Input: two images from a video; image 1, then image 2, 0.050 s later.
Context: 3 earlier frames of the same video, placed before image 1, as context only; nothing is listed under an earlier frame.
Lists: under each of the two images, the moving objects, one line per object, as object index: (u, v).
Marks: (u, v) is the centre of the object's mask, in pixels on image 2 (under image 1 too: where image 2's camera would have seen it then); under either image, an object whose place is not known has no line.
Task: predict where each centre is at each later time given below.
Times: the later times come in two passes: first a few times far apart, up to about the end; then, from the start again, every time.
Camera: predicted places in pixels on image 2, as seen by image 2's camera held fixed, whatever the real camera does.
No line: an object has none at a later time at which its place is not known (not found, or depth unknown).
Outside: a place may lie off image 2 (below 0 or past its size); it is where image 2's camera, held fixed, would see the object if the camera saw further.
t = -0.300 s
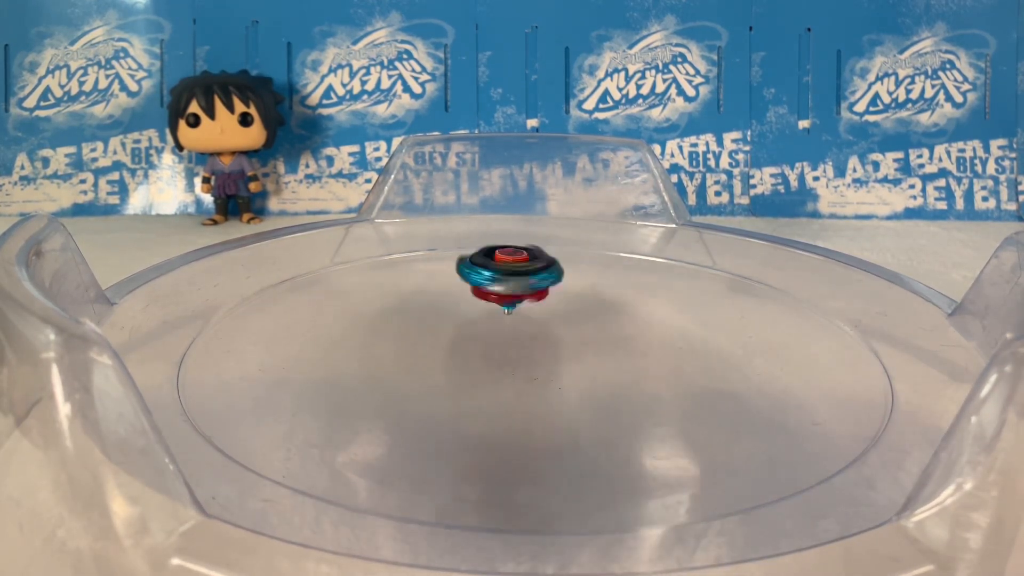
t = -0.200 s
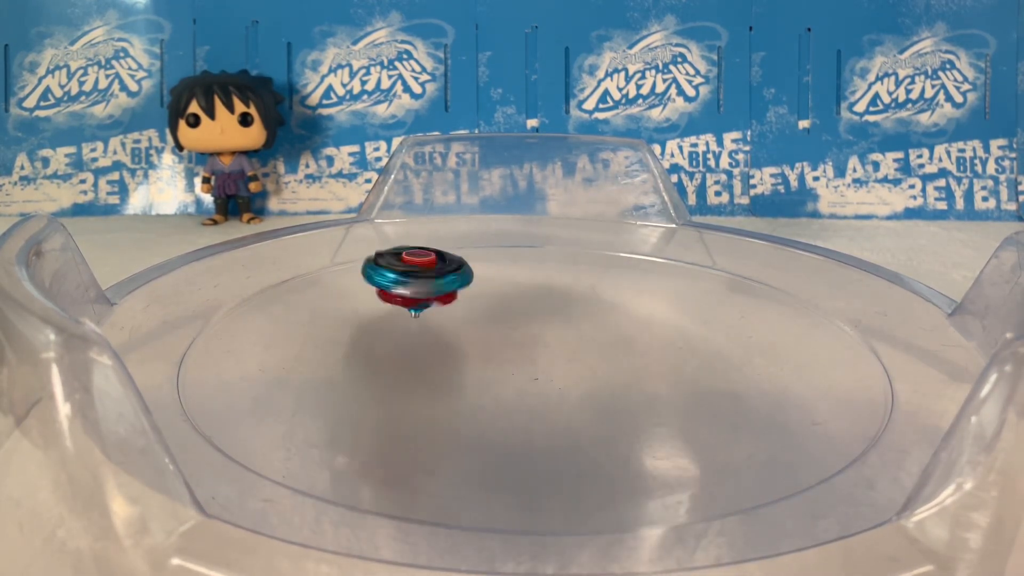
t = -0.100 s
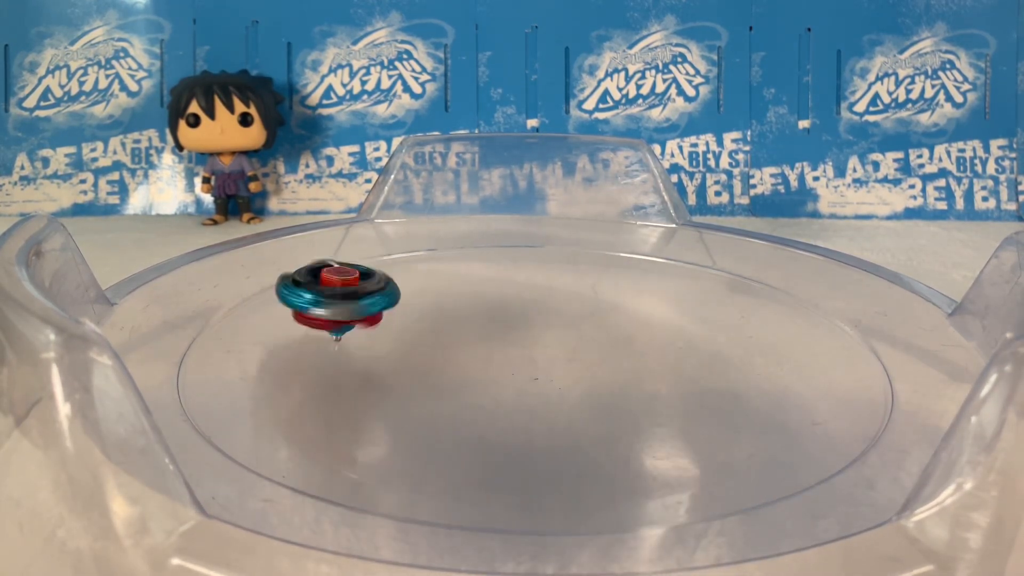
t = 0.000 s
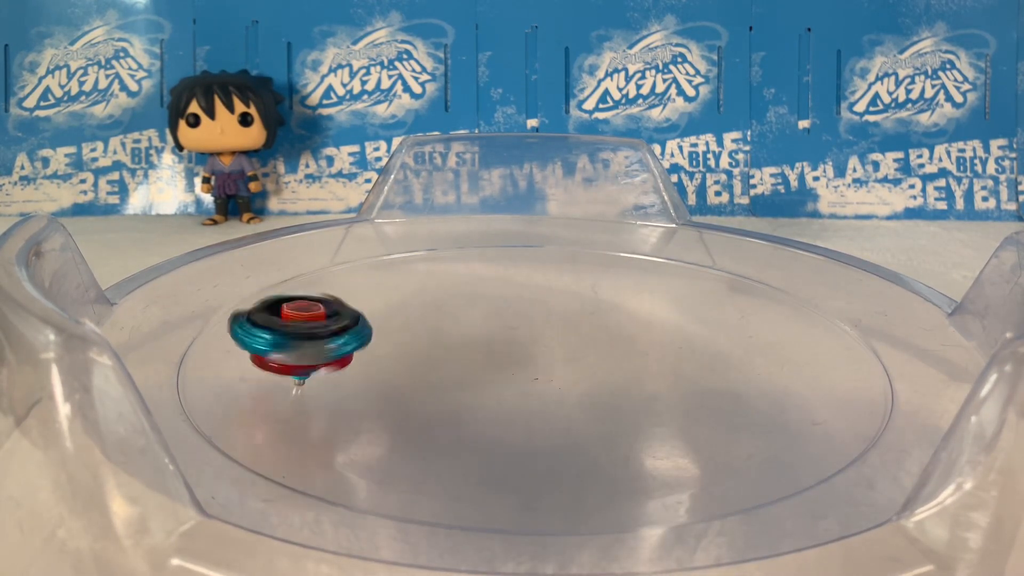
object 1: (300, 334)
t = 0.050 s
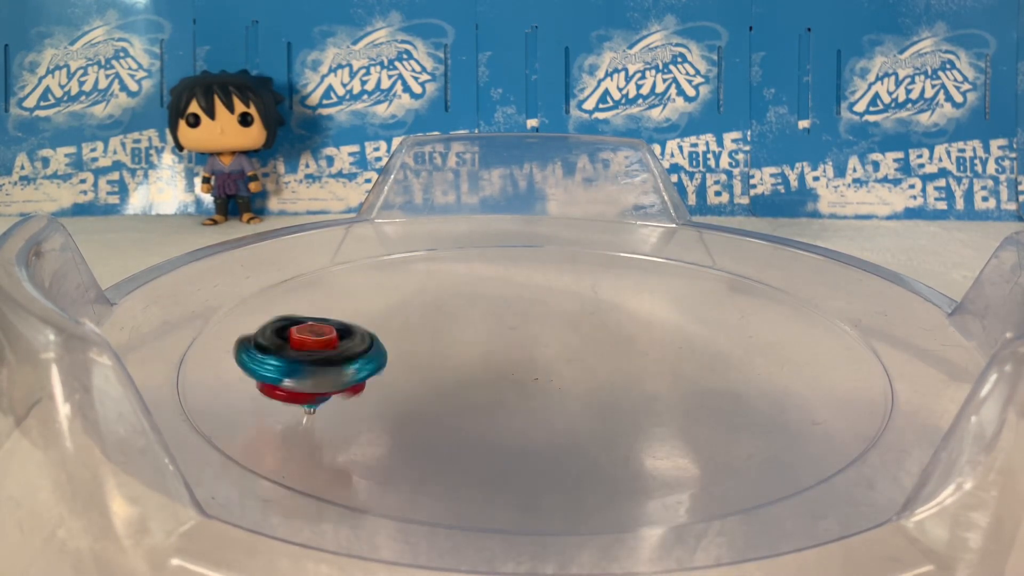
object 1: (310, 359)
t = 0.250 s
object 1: (559, 411)
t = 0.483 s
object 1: (713, 328)
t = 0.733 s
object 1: (558, 257)
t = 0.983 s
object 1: (368, 305)
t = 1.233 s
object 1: (498, 404)
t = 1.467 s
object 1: (755, 363)
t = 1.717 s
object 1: (657, 279)
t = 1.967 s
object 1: (429, 297)
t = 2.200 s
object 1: (365, 379)
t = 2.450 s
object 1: (653, 415)
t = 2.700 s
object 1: (692, 318)
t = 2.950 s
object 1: (482, 277)
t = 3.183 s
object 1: (317, 318)
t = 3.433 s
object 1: (480, 409)
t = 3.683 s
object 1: (707, 347)
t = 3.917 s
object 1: (614, 269)
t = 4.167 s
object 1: (415, 278)
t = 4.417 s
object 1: (404, 377)
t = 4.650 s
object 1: (671, 400)
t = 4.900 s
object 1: (737, 308)
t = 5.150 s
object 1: (523, 281)
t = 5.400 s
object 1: (356, 338)
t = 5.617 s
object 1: (446, 413)
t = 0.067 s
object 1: (321, 368)
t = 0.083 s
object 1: (333, 374)
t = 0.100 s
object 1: (347, 382)
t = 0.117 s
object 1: (366, 390)
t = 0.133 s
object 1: (387, 396)
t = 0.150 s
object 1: (409, 401)
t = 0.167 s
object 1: (433, 405)
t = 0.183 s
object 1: (459, 409)
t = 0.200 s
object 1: (483, 412)
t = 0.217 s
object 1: (509, 413)
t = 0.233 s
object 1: (535, 412)
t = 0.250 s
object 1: (559, 411)
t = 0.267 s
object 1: (581, 409)
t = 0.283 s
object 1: (604, 407)
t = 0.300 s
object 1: (625, 402)
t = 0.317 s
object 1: (642, 398)
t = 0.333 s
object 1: (658, 391)
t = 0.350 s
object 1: (673, 387)
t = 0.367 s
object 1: (685, 380)
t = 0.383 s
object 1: (694, 372)
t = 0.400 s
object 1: (703, 366)
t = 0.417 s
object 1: (709, 358)
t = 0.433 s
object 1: (713, 350)
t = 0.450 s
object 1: (714, 343)
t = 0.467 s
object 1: (715, 335)
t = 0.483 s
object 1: (713, 328)
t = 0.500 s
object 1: (710, 320)
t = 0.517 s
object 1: (706, 314)
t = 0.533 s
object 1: (700, 307)
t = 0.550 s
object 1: (692, 300)
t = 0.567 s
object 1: (684, 295)
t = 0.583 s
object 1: (675, 289)
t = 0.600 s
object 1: (664, 284)
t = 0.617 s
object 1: (652, 279)
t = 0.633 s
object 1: (642, 274)
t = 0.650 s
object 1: (629, 270)
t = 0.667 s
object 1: (615, 267)
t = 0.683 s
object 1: (602, 263)
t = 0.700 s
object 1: (588, 261)
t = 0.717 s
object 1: (573, 258)
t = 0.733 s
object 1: (558, 257)
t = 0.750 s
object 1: (544, 256)
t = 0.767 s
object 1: (528, 255)
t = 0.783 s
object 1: (512, 255)
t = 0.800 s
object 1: (497, 256)
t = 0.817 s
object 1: (483, 258)
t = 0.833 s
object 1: (467, 259)
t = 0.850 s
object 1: (453, 262)
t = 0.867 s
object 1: (439, 265)
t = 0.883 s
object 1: (426, 270)
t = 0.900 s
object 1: (412, 274)
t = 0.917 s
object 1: (402, 279)
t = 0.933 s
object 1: (391, 284)
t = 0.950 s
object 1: (381, 291)
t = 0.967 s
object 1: (373, 298)
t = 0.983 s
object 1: (368, 305)
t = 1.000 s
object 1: (362, 311)
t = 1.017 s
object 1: (358, 319)
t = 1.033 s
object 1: (358, 327)
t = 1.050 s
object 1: (359, 335)
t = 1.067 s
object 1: (361, 342)
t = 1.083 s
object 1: (365, 351)
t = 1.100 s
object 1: (373, 359)
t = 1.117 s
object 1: (381, 367)
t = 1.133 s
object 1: (392, 373)
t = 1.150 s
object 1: (406, 380)
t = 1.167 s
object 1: (422, 386)
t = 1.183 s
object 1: (438, 392)
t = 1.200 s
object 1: (456, 397)
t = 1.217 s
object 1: (477, 401)
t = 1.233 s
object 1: (498, 404)
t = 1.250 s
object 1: (519, 407)
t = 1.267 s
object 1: (541, 408)
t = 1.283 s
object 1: (564, 409)
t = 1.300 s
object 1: (588, 409)
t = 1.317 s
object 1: (609, 408)
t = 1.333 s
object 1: (631, 406)
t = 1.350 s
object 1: (653, 404)
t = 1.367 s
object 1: (673, 400)
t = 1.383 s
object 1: (690, 395)
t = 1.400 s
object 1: (707, 390)
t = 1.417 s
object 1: (723, 384)
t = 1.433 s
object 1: (737, 377)
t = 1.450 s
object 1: (747, 371)
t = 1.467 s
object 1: (755, 363)
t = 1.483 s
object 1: (763, 357)
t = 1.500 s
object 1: (768, 349)
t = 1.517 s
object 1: (769, 341)
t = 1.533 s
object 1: (769, 334)
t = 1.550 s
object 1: (767, 328)
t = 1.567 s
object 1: (763, 320)
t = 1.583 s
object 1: (756, 314)
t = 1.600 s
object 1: (748, 307)
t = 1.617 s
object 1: (738, 302)
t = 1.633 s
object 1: (728, 297)
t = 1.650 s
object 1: (715, 292)
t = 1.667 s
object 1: (702, 288)
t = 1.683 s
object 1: (687, 285)
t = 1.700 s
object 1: (673, 282)
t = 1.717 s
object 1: (657, 279)
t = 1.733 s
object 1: (641, 276)
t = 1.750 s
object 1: (624, 276)
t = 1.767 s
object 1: (609, 274)
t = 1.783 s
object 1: (592, 274)
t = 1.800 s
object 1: (576, 273)
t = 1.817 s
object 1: (559, 274)
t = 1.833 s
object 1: (544, 275)
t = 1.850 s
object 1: (527, 276)
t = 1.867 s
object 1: (512, 277)
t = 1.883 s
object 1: (496, 280)
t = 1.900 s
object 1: (482, 283)
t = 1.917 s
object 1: (467, 285)
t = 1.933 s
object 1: (454, 288)
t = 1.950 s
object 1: (440, 292)
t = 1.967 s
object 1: (429, 297)
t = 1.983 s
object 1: (416, 301)
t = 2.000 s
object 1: (405, 305)
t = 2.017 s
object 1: (394, 310)
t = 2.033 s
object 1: (386, 316)
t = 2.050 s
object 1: (377, 321)
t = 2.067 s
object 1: (369, 326)
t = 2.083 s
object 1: (362, 333)
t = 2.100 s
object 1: (359, 340)
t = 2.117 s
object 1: (355, 347)
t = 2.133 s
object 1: (353, 352)
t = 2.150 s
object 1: (352, 360)
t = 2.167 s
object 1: (355, 367)
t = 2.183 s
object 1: (360, 374)
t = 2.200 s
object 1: (365, 379)
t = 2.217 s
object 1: (373, 386)
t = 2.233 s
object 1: (384, 393)
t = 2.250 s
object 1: (398, 399)
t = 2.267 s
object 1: (413, 403)
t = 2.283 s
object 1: (429, 409)
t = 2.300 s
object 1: (448, 415)
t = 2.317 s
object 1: (470, 419)
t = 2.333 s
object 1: (492, 420)
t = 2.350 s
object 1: (515, 423)
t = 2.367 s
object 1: (538, 424)
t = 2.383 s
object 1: (563, 425)
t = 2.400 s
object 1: (587, 423)
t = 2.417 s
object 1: (611, 422)
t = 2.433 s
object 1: (632, 419)
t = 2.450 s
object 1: (653, 415)
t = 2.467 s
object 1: (670, 411)
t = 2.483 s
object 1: (687, 406)
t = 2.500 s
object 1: (702, 400)
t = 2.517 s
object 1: (713, 393)
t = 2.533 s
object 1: (721, 385)
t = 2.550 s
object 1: (727, 379)
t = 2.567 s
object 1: (732, 372)
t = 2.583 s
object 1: (734, 365)
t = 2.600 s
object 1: (732, 357)
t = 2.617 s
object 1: (729, 350)
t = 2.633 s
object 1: (725, 343)
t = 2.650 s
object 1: (719, 337)
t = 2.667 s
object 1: (712, 330)
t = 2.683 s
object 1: (702, 324)
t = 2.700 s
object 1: (692, 318)
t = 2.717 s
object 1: (680, 314)
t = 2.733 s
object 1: (669, 309)
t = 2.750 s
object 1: (656, 304)
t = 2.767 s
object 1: (643, 299)
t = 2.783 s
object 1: (629, 296)
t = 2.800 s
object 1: (615, 293)
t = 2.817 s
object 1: (601, 290)
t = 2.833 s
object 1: (586, 287)
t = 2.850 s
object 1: (571, 285)
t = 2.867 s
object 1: (556, 283)
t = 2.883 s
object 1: (542, 281)
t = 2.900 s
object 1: (527, 279)
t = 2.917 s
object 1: (512, 278)
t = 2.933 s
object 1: (497, 278)
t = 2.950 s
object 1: (482, 277)
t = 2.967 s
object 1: (467, 277)
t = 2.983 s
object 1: (453, 278)
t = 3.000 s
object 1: (439, 279)
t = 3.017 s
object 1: (425, 279)
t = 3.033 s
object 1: (410, 282)
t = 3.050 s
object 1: (397, 284)
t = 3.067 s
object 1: (385, 287)
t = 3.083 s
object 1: (373, 289)
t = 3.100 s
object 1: (360, 293)
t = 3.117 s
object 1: (349, 297)
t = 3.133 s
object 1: (340, 301)
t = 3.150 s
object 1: (331, 305)
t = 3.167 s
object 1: (324, 312)
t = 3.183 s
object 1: (317, 318)
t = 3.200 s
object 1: (313, 323)
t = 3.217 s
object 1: (310, 331)
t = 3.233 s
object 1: (310, 338)
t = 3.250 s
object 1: (312, 346)
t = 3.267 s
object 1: (315, 352)
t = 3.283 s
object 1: (321, 360)
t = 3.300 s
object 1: (330, 368)
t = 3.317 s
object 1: (343, 376)
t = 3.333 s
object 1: (358, 381)
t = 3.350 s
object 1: (374, 388)
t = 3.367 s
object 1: (391, 394)
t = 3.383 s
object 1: (412, 399)
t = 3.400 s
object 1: (434, 403)
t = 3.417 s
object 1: (457, 406)
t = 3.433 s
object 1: (480, 409)
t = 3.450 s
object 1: (504, 409)
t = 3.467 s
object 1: (526, 409)
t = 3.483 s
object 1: (548, 409)
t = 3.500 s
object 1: (571, 409)
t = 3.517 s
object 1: (592, 405)
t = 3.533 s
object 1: (612, 401)
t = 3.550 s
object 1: (629, 398)
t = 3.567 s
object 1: (646, 393)
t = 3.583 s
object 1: (659, 387)
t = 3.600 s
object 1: (672, 381)
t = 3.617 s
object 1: (684, 376)
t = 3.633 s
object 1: (692, 369)
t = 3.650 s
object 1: (699, 362)
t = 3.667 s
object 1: (703, 355)
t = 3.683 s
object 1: (707, 347)
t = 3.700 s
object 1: (707, 341)
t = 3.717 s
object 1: (708, 334)
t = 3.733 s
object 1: (707, 327)
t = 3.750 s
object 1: (703, 320)
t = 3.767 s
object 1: (698, 313)
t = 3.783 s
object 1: (692, 307)
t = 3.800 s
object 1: (685, 301)
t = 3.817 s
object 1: (678, 296)
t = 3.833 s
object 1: (670, 290)
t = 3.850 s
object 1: (660, 285)
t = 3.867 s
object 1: (649, 280)
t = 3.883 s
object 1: (637, 276)
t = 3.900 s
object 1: (625, 273)
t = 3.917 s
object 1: (614, 269)
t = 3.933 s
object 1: (601, 266)
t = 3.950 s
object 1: (588, 264)
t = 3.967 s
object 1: (574, 262)
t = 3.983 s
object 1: (560, 260)
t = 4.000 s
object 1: (546, 259)
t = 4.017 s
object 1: (532, 259)
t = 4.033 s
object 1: (519, 259)
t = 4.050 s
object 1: (504, 259)
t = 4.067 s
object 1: (490, 261)
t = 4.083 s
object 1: (476, 262)
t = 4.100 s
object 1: (463, 263)
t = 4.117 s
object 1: (450, 267)
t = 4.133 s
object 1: (438, 270)
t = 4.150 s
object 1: (426, 274)
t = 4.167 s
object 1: (415, 278)
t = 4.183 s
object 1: (405, 283)
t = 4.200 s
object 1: (394, 288)
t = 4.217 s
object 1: (387, 294)
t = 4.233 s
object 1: (379, 300)
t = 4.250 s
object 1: (374, 307)
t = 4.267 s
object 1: (370, 314)
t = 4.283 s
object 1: (366, 320)
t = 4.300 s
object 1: (365, 327)
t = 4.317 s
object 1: (364, 335)
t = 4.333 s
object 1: (367, 343)
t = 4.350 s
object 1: (371, 350)
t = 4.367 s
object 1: (377, 357)
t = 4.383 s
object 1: (384, 365)
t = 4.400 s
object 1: (394, 370)
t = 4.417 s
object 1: (404, 377)
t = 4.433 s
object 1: (416, 383)
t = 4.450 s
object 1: (433, 390)
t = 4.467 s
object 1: (449, 394)
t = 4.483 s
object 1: (467, 398)
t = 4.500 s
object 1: (486, 403)
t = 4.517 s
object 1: (506, 405)
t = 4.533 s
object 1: (526, 408)
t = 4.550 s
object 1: (546, 409)
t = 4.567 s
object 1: (568, 409)
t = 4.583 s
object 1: (590, 409)
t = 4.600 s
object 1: (611, 408)
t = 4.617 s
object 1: (632, 406)
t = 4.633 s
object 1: (653, 403)
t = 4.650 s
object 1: (671, 400)
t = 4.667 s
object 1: (688, 396)
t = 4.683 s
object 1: (704, 391)
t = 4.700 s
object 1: (718, 385)
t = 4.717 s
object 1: (731, 379)
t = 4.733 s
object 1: (743, 373)
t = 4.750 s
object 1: (751, 366)
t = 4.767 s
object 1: (758, 359)
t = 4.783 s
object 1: (762, 353)
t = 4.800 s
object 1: (764, 345)
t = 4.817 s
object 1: (764, 339)
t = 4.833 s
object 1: (761, 332)
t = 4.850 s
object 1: (758, 325)
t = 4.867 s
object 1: (752, 320)
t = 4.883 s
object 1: (745, 314)
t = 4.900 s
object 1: (737, 308)
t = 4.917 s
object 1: (727, 303)
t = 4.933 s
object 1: (715, 298)
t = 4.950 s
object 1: (702, 294)
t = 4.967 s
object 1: (689, 290)
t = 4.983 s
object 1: (675, 288)
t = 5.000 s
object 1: (660, 285)
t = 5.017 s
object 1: (646, 283)
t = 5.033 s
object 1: (631, 281)
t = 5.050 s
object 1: (616, 280)
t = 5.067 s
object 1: (600, 279)
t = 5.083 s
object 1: (584, 278)
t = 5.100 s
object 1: (568, 279)
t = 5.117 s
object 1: (552, 279)
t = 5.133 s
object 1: (538, 280)
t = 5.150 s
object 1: (523, 281)
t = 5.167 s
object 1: (508, 283)
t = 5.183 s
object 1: (494, 285)
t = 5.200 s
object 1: (480, 286)
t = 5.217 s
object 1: (466, 289)
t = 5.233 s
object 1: (452, 292)
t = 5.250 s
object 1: (440, 295)
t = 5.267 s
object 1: (427, 299)
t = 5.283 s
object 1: (416, 303)
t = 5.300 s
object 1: (406, 307)
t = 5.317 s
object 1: (395, 311)
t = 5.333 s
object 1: (386, 316)
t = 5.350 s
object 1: (376, 321)
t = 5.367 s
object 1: (369, 326)
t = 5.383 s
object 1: (362, 331)
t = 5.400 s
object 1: (356, 338)
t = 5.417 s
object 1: (354, 344)
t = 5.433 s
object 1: (351, 349)
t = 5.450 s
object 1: (351, 356)
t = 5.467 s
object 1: (351, 362)
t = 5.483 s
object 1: (354, 368)
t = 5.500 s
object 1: (358, 375)
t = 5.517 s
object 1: (363, 382)
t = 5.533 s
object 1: (373, 387)
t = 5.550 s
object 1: (382, 393)
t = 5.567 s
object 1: (395, 399)
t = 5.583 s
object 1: (411, 405)
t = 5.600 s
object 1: (427, 409)
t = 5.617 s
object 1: (446, 413)
